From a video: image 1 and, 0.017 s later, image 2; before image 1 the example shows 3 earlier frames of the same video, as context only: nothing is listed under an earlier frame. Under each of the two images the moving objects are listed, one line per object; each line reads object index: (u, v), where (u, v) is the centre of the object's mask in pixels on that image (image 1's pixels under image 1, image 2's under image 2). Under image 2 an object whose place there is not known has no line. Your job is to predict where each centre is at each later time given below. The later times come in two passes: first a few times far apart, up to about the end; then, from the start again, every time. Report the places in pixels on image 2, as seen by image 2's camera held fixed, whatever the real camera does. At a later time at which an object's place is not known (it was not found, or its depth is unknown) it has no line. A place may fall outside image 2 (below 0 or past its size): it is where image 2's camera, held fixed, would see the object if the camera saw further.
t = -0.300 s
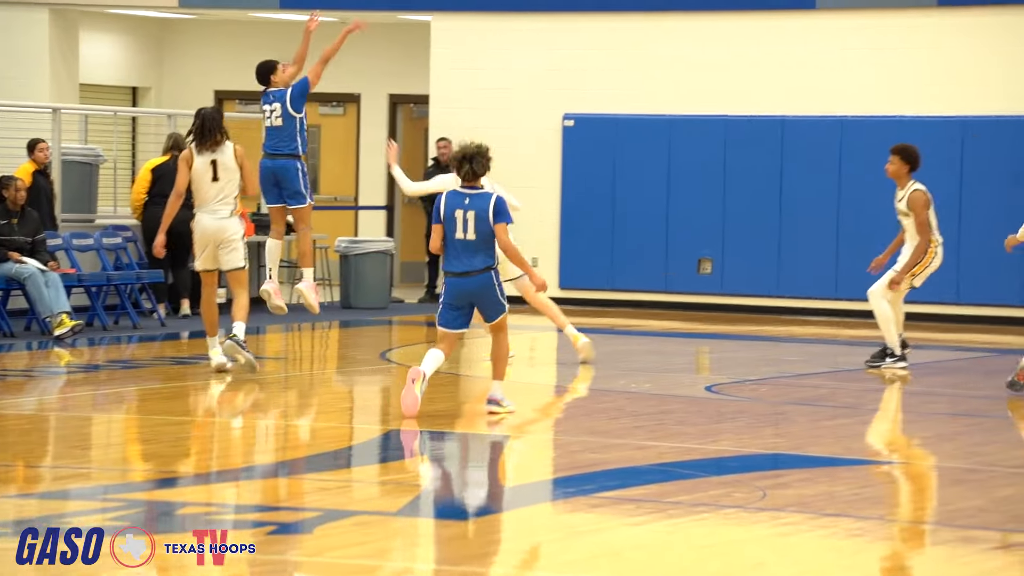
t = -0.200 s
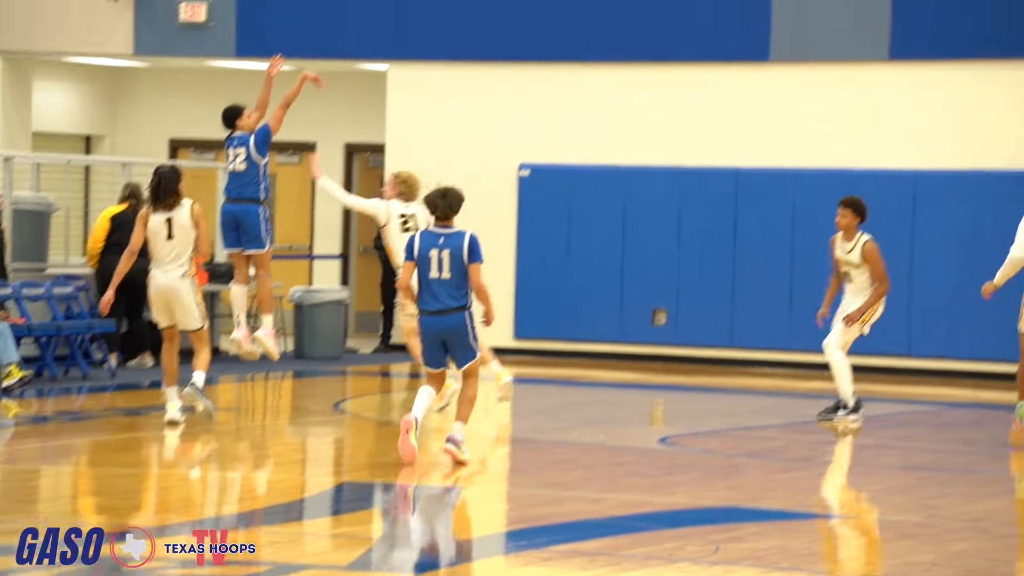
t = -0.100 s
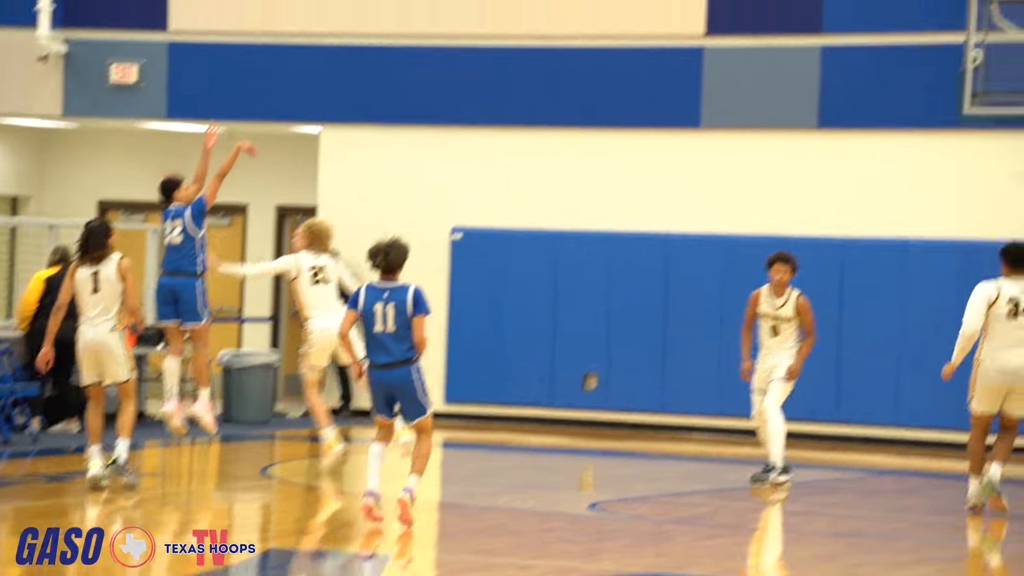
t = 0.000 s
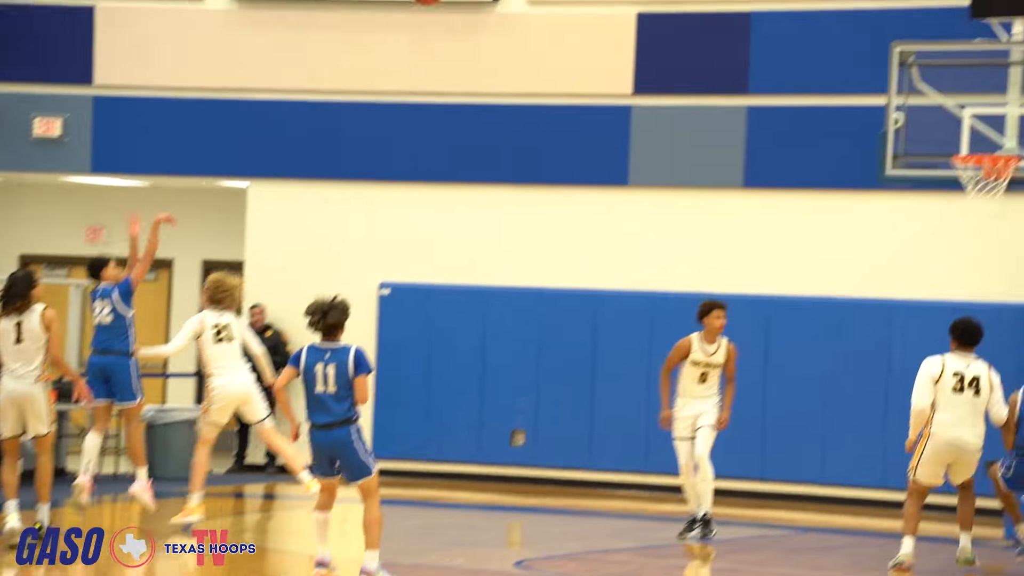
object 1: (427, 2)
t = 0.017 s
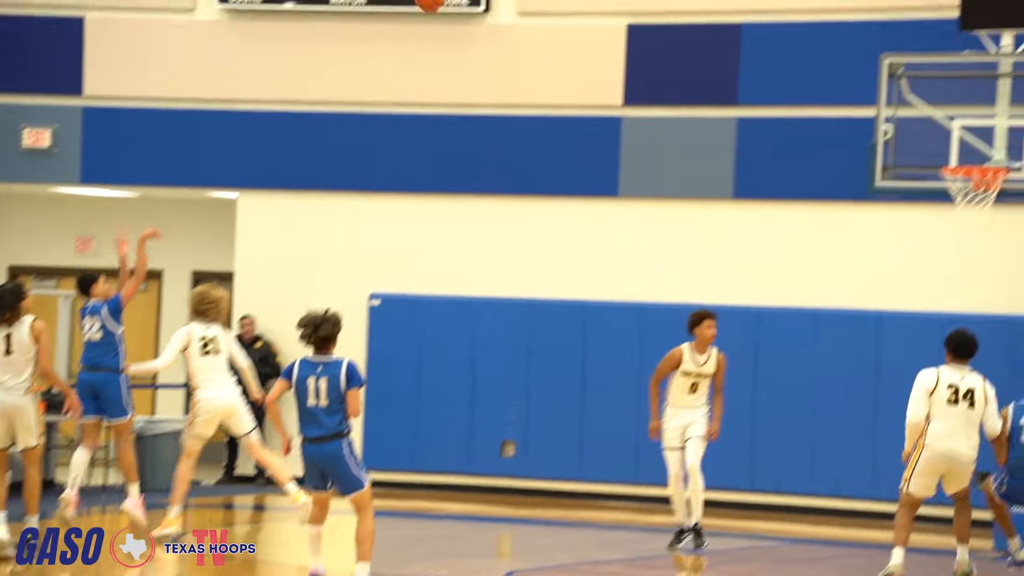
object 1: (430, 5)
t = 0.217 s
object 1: (580, -39)
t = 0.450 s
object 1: (749, -19)
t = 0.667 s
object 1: (902, 67)
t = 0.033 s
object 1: (442, -3)
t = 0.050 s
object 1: (455, -10)
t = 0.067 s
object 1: (469, -16)
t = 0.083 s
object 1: (480, -21)
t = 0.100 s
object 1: (493, -25)
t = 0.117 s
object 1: (505, -28)
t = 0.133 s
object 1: (518, -31)
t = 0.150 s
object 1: (531, -33)
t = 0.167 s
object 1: (543, -35)
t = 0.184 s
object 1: (555, -37)
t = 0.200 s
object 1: (568, -38)
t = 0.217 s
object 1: (580, -39)
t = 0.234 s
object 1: (593, -40)
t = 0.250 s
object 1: (605, -41)
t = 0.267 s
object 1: (617, -41)
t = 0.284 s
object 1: (630, -40)
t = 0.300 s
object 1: (642, -40)
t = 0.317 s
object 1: (654, -39)
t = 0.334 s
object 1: (666, -38)
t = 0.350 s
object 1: (678, -36)
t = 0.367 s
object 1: (690, -33)
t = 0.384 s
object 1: (702, -31)
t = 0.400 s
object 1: (714, -29)
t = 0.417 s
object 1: (726, -25)
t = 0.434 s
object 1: (737, -22)
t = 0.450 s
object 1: (749, -19)
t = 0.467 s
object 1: (761, -14)
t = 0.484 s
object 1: (773, -10)
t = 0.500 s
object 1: (785, -5)
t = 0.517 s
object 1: (796, 1)
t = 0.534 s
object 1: (808, 7)
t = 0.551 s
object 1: (820, 13)
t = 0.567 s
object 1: (832, 21)
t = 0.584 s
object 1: (844, 29)
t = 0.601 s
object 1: (856, 36)
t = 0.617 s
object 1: (868, 44)
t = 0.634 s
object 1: (879, 52)
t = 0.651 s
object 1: (891, 60)
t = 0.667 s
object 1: (902, 67)
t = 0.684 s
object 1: (914, 75)
